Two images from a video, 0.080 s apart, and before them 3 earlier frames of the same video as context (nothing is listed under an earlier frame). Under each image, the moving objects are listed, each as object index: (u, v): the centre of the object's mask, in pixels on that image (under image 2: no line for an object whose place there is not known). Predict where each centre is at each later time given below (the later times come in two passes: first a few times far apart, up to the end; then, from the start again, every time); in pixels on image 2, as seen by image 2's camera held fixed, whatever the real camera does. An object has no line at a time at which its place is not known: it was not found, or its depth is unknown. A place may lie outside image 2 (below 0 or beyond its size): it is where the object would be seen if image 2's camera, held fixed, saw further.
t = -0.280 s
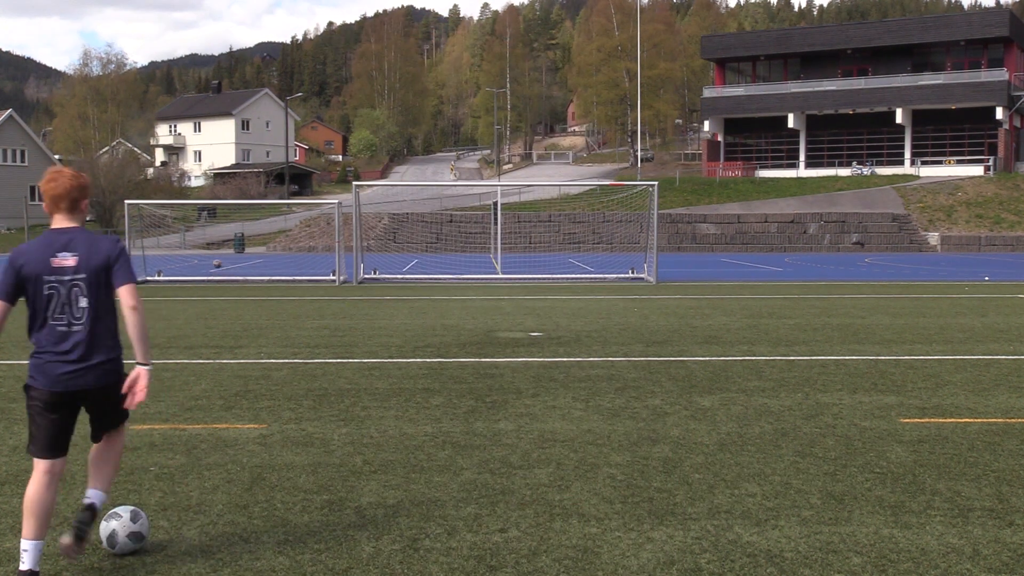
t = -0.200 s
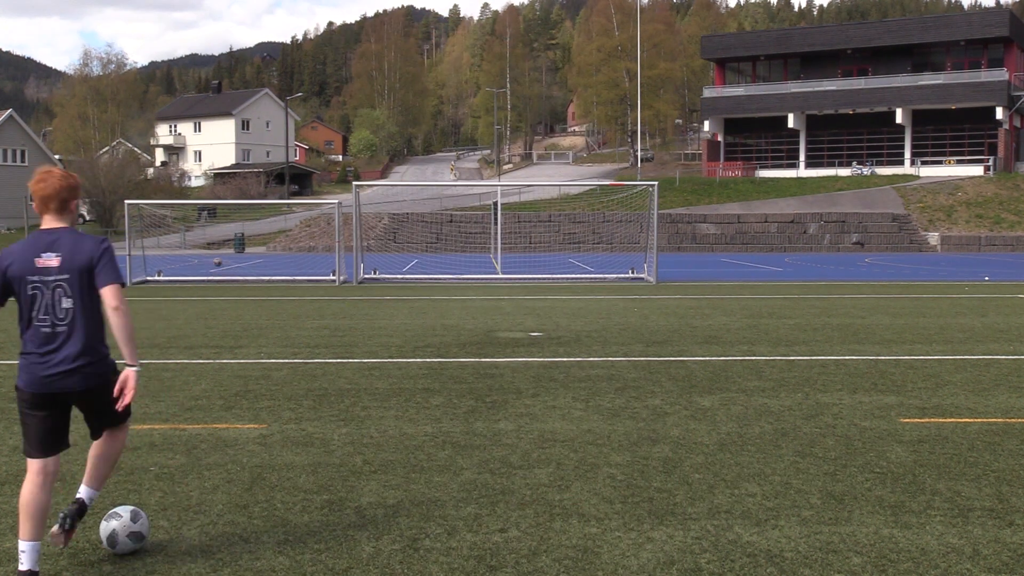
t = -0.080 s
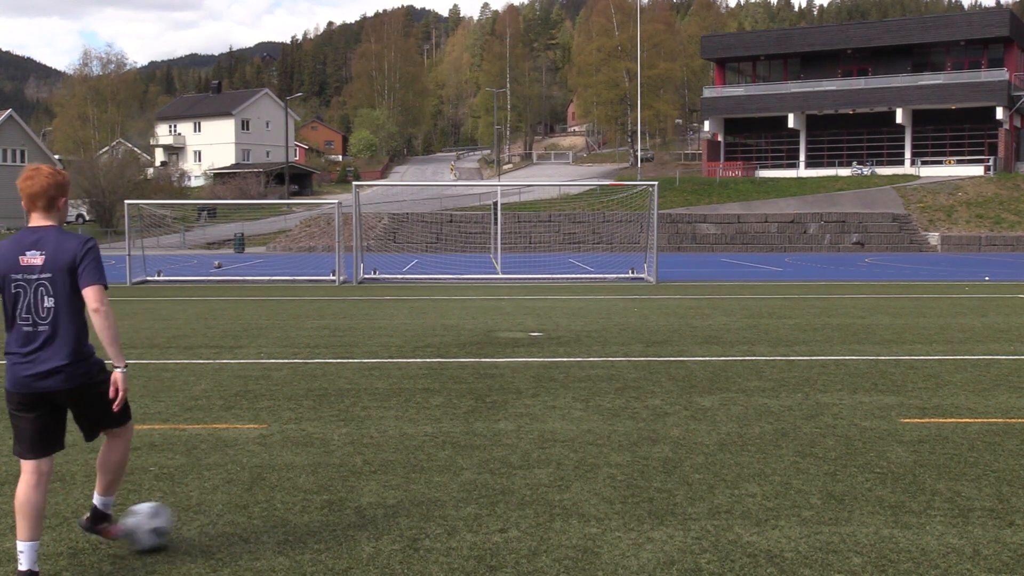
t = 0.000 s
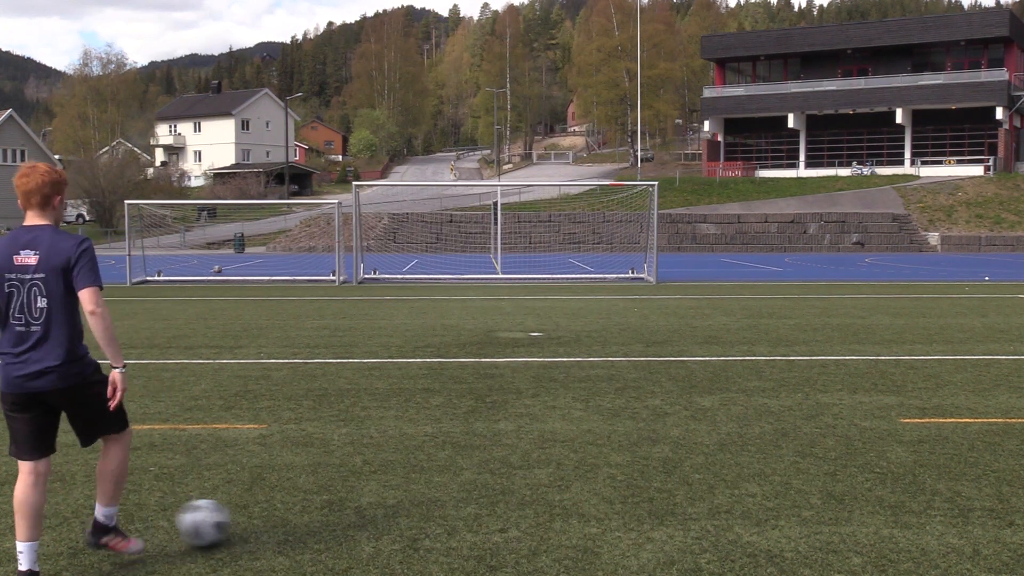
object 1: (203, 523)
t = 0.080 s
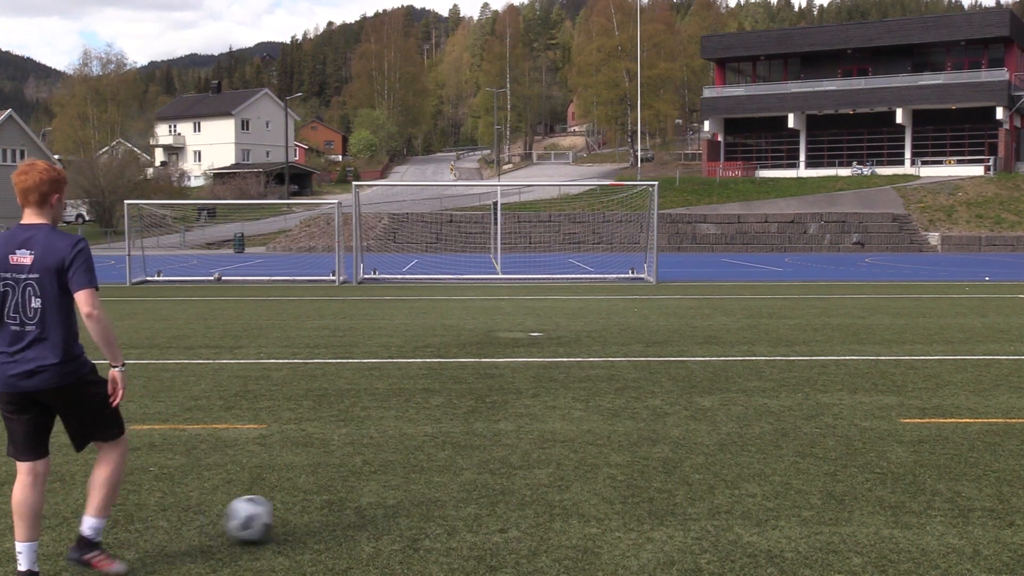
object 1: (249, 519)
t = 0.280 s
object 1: (334, 515)
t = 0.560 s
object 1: (429, 508)
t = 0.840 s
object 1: (513, 504)
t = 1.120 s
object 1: (585, 498)
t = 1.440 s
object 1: (656, 493)
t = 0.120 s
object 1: (269, 519)
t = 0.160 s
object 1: (289, 519)
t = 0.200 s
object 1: (303, 516)
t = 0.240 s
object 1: (319, 516)
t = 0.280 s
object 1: (334, 515)
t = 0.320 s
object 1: (348, 514)
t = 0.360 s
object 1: (362, 514)
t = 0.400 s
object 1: (376, 512)
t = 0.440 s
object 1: (390, 512)
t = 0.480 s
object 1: (403, 511)
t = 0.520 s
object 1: (416, 510)
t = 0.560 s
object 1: (429, 508)
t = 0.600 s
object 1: (441, 507)
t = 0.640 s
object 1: (454, 507)
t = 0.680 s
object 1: (466, 506)
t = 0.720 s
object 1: (478, 506)
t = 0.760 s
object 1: (490, 505)
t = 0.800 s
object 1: (502, 504)
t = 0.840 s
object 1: (513, 504)
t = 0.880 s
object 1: (524, 503)
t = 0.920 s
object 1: (535, 502)
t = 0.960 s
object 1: (545, 501)
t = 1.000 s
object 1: (556, 500)
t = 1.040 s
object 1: (566, 500)
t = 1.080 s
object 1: (576, 499)
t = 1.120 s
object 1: (585, 498)
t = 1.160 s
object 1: (596, 498)
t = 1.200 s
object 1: (605, 498)
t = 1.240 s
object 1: (614, 496)
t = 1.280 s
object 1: (623, 495)
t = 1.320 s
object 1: (631, 495)
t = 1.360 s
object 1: (640, 494)
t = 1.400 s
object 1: (648, 493)
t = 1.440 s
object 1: (656, 493)
